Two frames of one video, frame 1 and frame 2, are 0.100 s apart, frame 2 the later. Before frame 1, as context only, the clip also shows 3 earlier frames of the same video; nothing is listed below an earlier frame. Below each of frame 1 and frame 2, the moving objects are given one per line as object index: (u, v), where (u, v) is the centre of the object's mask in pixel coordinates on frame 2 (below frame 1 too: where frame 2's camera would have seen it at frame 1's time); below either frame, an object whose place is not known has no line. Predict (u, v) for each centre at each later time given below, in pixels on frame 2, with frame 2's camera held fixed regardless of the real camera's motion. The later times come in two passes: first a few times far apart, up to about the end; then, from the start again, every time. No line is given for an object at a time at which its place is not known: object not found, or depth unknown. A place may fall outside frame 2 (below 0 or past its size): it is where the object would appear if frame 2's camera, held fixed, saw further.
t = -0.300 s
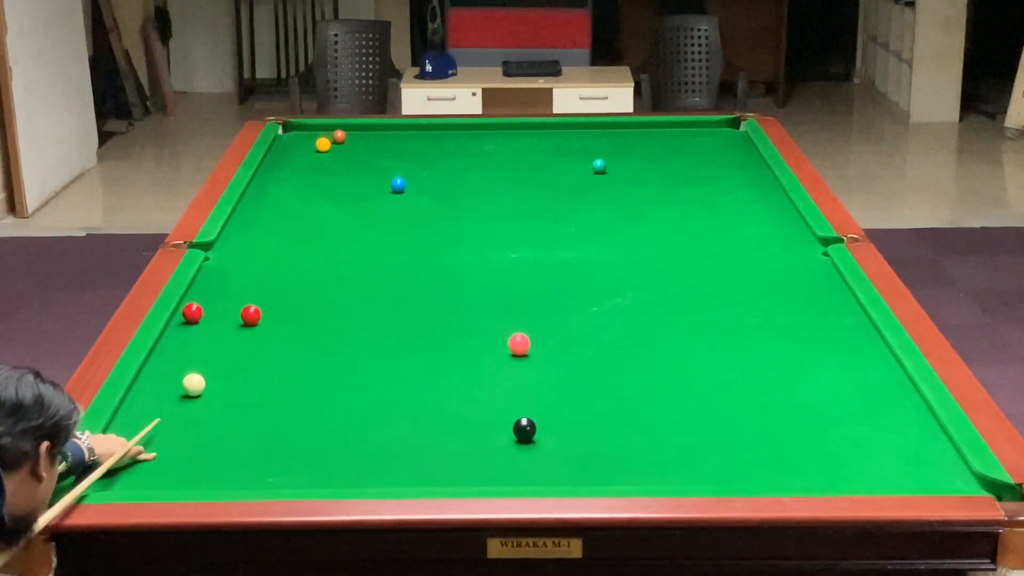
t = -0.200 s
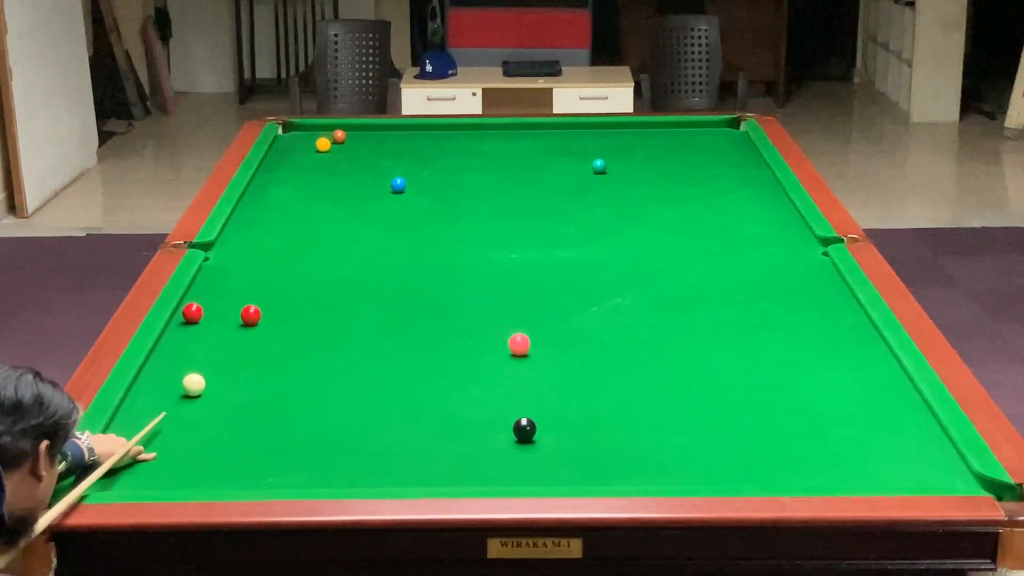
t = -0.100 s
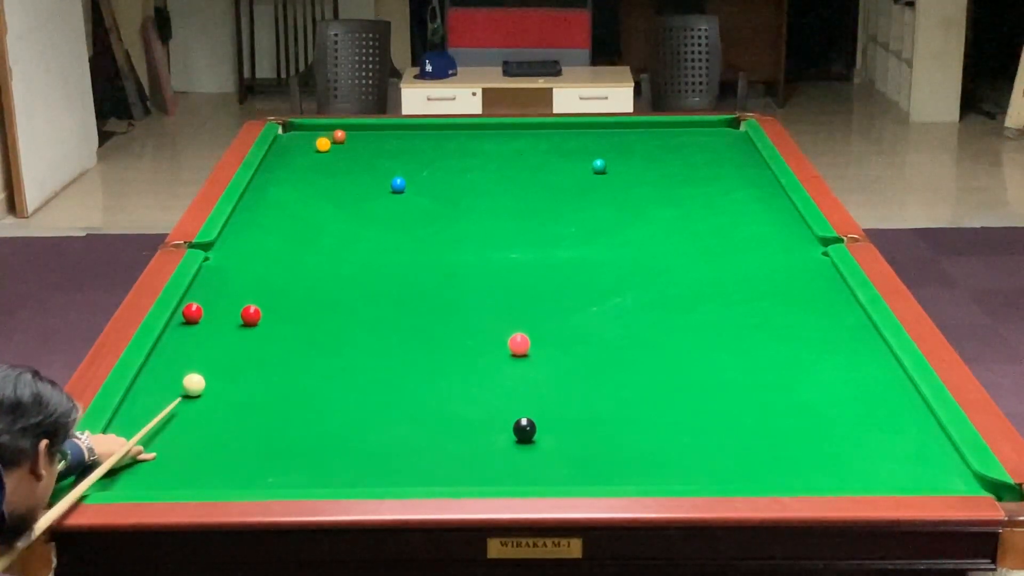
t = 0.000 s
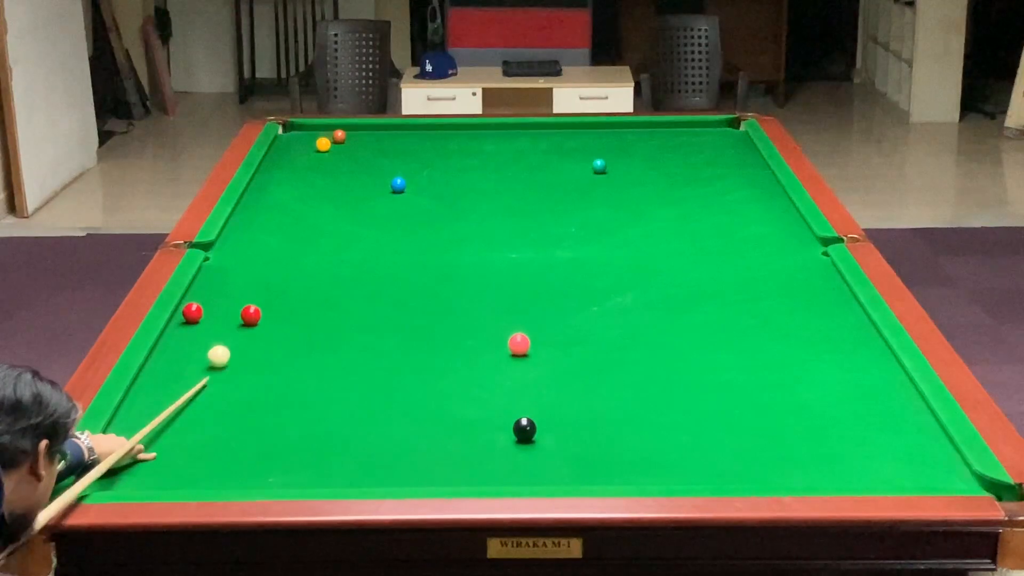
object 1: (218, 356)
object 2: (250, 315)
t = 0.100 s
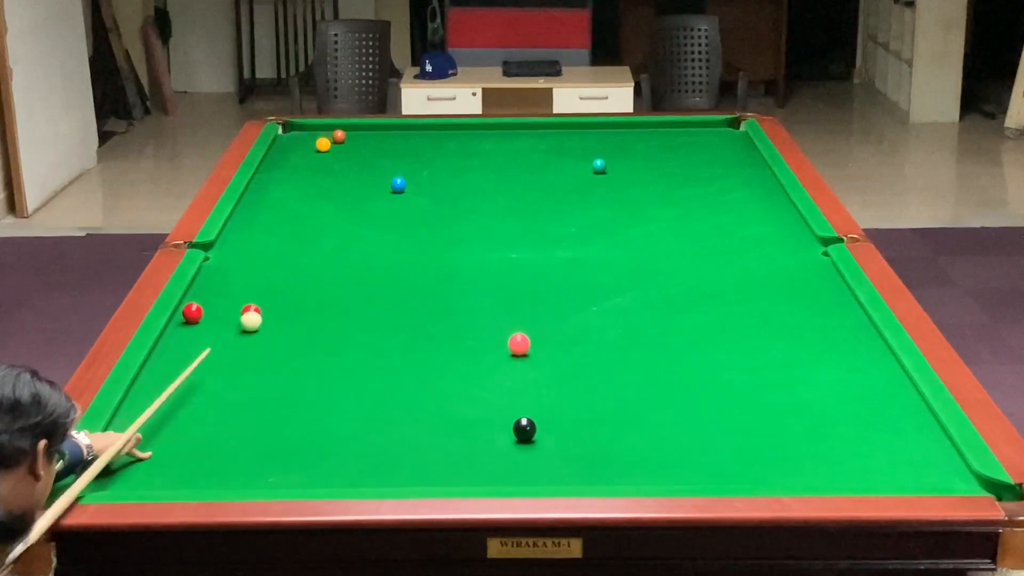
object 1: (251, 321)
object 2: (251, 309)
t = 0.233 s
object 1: (275, 320)
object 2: (256, 280)
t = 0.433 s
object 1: (306, 320)
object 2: (263, 242)
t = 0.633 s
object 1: (335, 319)
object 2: (268, 212)
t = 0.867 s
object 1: (367, 318)
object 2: (273, 182)
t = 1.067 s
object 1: (393, 317)
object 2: (277, 159)
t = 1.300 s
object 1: (422, 317)
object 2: (283, 136)
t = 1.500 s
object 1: (445, 316)
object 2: (289, 126)
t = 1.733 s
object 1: (470, 316)
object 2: (319, 128)
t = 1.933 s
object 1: (490, 316)
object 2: (341, 128)
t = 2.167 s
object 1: (512, 315)
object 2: (364, 133)
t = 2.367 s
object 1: (530, 316)
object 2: (383, 135)
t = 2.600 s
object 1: (550, 315)
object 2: (406, 137)
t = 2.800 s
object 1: (565, 315)
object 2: (424, 139)
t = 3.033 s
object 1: (581, 315)
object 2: (444, 141)
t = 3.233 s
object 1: (594, 315)
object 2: (461, 143)
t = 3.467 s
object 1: (607, 314)
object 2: (480, 144)
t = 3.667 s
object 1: (618, 314)
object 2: (495, 146)
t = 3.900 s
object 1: (628, 314)
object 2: (512, 148)
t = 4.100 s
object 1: (635, 314)
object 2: (526, 149)
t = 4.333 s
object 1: (642, 314)
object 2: (541, 150)
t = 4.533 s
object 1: (647, 314)
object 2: (553, 152)
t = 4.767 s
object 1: (651, 314)
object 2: (566, 153)
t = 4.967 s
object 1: (654, 314)
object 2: (576, 154)
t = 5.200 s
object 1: (655, 314)
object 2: (587, 155)
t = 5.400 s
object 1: (655, 314)
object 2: (596, 154)
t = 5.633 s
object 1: (655, 314)
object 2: (606, 155)
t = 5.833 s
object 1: (655, 314)
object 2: (613, 157)
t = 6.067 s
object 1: (655, 314)
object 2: (620, 157)
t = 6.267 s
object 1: (655, 314)
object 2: (626, 157)
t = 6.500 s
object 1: (655, 314)
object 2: (631, 158)
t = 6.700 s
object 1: (655, 314)
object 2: (634, 158)
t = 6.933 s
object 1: (655, 314)
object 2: (637, 158)
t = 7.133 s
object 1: (655, 314)
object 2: (639, 158)
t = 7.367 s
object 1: (655, 314)
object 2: (639, 158)
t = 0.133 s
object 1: (258, 321)
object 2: (251, 304)
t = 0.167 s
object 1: (265, 320)
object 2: (254, 296)
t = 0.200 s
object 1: (270, 320)
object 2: (255, 288)
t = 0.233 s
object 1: (275, 320)
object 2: (256, 280)
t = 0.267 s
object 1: (281, 320)
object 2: (258, 273)
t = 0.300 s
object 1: (286, 320)
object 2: (259, 266)
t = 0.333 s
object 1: (291, 320)
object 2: (260, 259)
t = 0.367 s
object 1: (296, 320)
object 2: (261, 254)
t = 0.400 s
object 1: (301, 319)
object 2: (262, 248)
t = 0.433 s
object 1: (306, 320)
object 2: (263, 242)
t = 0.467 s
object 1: (311, 319)
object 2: (263, 237)
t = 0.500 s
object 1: (316, 319)
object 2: (264, 232)
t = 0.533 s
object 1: (320, 319)
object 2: (265, 227)
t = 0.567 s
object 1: (325, 319)
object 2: (266, 222)
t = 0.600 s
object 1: (330, 319)
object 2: (267, 217)
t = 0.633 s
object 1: (335, 319)
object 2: (268, 212)
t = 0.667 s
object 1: (340, 318)
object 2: (268, 207)
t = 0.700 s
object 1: (345, 319)
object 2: (269, 203)
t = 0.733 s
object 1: (349, 318)
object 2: (270, 199)
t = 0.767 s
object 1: (354, 318)
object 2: (271, 194)
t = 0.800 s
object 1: (358, 318)
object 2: (271, 190)
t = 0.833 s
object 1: (363, 318)
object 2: (272, 186)
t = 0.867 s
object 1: (367, 318)
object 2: (273, 182)
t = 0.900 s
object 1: (371, 318)
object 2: (273, 178)
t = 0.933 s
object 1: (376, 318)
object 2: (274, 174)
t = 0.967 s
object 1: (380, 318)
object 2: (275, 170)
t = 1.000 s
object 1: (385, 318)
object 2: (275, 166)
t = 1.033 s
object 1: (389, 318)
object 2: (276, 163)
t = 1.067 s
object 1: (393, 317)
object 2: (277, 159)
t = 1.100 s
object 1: (397, 317)
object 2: (277, 156)
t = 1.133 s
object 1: (401, 317)
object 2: (278, 152)
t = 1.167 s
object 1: (406, 317)
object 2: (279, 149)
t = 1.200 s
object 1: (409, 317)
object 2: (279, 145)
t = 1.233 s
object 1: (414, 317)
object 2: (279, 142)
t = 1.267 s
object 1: (417, 317)
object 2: (280, 139)
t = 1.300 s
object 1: (422, 317)
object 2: (283, 136)
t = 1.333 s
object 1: (425, 316)
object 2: (286, 133)
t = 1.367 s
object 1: (429, 316)
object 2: (288, 130)
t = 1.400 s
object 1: (433, 317)
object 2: (290, 127)
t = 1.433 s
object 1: (437, 316)
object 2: (288, 126)
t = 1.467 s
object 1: (441, 317)
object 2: (284, 127)
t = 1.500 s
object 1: (445, 316)
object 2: (289, 126)
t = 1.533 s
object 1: (448, 316)
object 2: (297, 126)
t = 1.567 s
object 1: (452, 316)
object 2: (301, 127)
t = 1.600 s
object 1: (456, 316)
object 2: (305, 127)
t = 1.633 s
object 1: (459, 316)
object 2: (309, 127)
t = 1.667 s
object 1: (463, 316)
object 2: (312, 127)
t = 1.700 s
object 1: (467, 316)
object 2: (316, 128)
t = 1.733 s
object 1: (470, 316)
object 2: (319, 128)
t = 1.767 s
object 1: (473, 316)
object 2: (323, 129)
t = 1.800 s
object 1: (477, 315)
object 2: (326, 129)
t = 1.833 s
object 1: (480, 316)
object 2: (329, 129)
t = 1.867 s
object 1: (484, 315)
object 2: (332, 129)
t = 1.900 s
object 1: (487, 316)
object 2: (336, 128)
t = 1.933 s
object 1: (490, 316)
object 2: (341, 128)
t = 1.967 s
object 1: (493, 316)
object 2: (345, 129)
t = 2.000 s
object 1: (497, 315)
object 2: (348, 130)
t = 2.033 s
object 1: (500, 316)
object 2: (351, 132)
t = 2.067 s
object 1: (503, 315)
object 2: (354, 132)
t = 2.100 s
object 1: (506, 316)
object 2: (357, 132)
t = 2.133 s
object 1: (509, 316)
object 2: (361, 132)
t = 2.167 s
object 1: (512, 315)
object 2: (364, 133)
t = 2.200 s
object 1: (516, 315)
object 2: (367, 133)
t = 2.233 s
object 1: (518, 315)
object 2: (371, 134)
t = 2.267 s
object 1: (522, 316)
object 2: (374, 134)
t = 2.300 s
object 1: (524, 316)
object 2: (377, 134)
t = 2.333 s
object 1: (527, 316)
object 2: (380, 134)
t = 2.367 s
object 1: (530, 316)
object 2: (383, 135)
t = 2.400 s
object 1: (533, 315)
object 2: (387, 135)
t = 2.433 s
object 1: (536, 316)
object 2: (390, 135)
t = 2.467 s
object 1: (539, 315)
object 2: (393, 136)
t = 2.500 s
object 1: (541, 315)
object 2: (396, 136)
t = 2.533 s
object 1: (544, 315)
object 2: (400, 137)
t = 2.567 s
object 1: (547, 315)
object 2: (402, 137)
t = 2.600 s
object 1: (550, 315)
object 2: (406, 137)
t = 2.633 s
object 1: (552, 315)
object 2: (409, 137)
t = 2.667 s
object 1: (555, 315)
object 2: (412, 138)
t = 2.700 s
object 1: (557, 315)
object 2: (415, 138)
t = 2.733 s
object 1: (560, 315)
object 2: (418, 138)
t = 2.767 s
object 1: (562, 315)
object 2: (421, 138)
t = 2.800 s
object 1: (565, 315)
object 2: (424, 139)
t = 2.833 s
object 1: (568, 315)
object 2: (427, 139)
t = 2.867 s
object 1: (570, 315)
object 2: (430, 140)
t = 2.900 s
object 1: (572, 315)
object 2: (433, 140)
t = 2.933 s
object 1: (574, 315)
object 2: (436, 140)
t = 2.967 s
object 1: (577, 315)
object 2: (439, 140)
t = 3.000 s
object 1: (579, 315)
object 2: (441, 141)
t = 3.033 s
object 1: (581, 315)
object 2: (444, 141)
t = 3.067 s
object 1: (584, 315)
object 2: (447, 141)
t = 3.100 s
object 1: (586, 315)
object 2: (450, 142)
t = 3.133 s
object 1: (588, 315)
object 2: (453, 142)
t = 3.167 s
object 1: (590, 315)
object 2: (456, 142)
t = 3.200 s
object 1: (592, 315)
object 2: (459, 143)
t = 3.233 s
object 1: (594, 315)
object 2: (461, 143)
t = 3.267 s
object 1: (596, 315)
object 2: (464, 143)
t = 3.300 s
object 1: (598, 315)
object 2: (467, 144)
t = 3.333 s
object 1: (600, 314)
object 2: (470, 144)
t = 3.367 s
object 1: (602, 315)
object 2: (472, 144)
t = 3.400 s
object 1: (604, 314)
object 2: (475, 144)
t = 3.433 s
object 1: (606, 315)
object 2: (477, 144)
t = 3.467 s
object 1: (607, 314)
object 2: (480, 144)
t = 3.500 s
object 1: (609, 314)
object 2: (483, 145)
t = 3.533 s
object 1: (611, 314)
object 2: (485, 145)
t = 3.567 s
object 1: (613, 314)
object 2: (488, 145)
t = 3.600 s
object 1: (615, 314)
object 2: (490, 146)
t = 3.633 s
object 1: (616, 314)
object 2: (493, 146)
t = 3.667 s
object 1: (618, 314)
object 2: (495, 146)
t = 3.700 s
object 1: (619, 314)
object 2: (498, 146)
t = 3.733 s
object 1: (621, 314)
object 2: (500, 146)
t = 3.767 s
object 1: (622, 314)
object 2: (503, 147)
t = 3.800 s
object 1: (624, 314)
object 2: (505, 147)
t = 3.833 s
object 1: (625, 314)
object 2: (507, 147)
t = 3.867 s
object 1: (627, 314)
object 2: (510, 147)
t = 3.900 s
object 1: (628, 314)
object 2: (512, 148)
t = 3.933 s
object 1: (629, 314)
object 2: (515, 148)
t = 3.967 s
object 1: (630, 314)
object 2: (517, 148)
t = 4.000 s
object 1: (632, 314)
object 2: (519, 148)
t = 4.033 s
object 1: (633, 314)
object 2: (521, 149)
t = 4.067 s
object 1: (634, 314)
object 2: (523, 149)
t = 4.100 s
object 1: (635, 314)
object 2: (526, 149)
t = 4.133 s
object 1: (636, 314)
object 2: (528, 149)
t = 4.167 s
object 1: (637, 314)
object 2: (530, 150)
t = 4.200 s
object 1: (639, 314)
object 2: (532, 150)
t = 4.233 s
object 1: (640, 314)
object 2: (534, 150)
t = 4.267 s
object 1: (641, 314)
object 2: (537, 150)
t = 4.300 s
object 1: (641, 314)
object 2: (539, 150)
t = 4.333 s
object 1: (642, 314)
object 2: (541, 150)
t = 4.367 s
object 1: (643, 314)
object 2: (543, 150)
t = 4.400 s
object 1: (644, 314)
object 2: (545, 151)
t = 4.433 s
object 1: (645, 313)
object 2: (547, 151)
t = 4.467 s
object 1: (646, 313)
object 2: (549, 151)
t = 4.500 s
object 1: (646, 314)
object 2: (551, 151)
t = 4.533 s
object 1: (647, 314)
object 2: (553, 152)
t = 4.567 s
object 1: (648, 314)
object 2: (555, 152)
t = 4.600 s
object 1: (649, 314)
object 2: (557, 152)
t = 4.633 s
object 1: (649, 314)
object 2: (559, 152)
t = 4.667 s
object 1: (650, 314)
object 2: (561, 152)
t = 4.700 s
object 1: (650, 314)
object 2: (562, 153)
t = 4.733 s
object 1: (651, 314)
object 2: (564, 153)
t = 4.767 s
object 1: (651, 314)
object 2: (566, 153)
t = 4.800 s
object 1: (652, 314)
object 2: (568, 153)
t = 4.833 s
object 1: (652, 314)
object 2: (570, 153)
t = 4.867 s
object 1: (653, 314)
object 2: (571, 153)
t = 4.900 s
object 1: (653, 314)
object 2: (573, 153)
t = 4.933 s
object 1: (653, 314)
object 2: (575, 154)
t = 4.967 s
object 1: (654, 314)
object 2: (576, 154)
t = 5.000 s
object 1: (654, 314)
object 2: (578, 154)
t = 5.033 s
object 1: (654, 314)
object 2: (580, 154)
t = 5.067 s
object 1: (654, 314)
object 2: (581, 154)
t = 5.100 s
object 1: (655, 314)
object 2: (583, 154)
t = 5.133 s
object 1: (655, 314)
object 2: (584, 155)
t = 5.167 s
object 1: (655, 314)
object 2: (586, 155)
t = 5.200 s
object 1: (655, 314)
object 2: (587, 155)
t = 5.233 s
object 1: (655, 314)
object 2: (589, 155)
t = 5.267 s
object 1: (655, 314)
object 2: (590, 154)
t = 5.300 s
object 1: (655, 314)
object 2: (592, 154)
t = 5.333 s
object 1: (655, 314)
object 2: (593, 154)
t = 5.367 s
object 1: (655, 313)
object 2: (594, 154)
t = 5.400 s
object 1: (655, 314)
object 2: (596, 154)
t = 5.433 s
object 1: (655, 314)
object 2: (597, 154)
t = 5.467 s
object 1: (655, 314)
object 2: (599, 154)
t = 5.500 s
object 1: (655, 314)
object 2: (600, 154)
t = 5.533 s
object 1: (655, 314)
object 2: (602, 154)
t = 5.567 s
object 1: (655, 314)
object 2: (604, 154)
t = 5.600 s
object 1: (655, 314)
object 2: (605, 155)
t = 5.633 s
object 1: (655, 314)
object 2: (606, 155)
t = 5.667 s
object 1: (655, 314)
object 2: (607, 156)
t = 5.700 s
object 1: (655, 314)
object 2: (608, 156)
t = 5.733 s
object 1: (655, 314)
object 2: (609, 156)
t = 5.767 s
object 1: (655, 314)
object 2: (610, 156)
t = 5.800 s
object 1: (655, 314)
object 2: (612, 157)
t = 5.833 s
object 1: (655, 314)
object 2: (613, 157)
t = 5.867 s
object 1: (655, 314)
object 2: (614, 157)
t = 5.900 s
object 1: (655, 314)
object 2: (615, 157)
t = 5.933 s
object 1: (655, 313)
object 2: (616, 157)
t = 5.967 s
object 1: (655, 314)
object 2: (617, 157)
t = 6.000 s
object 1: (655, 314)
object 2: (618, 157)
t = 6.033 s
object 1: (655, 314)
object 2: (619, 157)
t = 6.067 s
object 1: (655, 314)
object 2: (620, 157)
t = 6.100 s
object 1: (655, 314)
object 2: (621, 157)
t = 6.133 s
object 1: (655, 314)
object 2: (622, 157)
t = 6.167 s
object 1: (655, 314)
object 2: (623, 157)
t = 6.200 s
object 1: (655, 314)
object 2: (624, 157)
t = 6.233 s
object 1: (655, 314)
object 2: (625, 157)
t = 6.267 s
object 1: (655, 314)
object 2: (626, 157)
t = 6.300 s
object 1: (655, 314)
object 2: (626, 157)
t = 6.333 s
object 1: (655, 314)
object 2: (627, 158)
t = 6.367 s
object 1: (655, 314)
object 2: (628, 158)
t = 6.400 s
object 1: (655, 314)
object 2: (629, 158)
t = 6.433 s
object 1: (655, 314)
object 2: (629, 158)
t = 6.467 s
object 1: (655, 314)
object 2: (630, 158)
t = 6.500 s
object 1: (655, 314)
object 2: (631, 158)
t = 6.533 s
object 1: (655, 314)
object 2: (631, 158)
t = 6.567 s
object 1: (655, 314)
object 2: (632, 158)
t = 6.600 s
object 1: (655, 314)
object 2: (633, 158)
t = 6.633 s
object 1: (655, 314)
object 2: (633, 158)
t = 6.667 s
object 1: (655, 314)
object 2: (634, 158)
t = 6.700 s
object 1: (655, 314)
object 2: (634, 158)
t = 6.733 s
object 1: (655, 314)
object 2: (635, 158)
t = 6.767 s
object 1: (655, 314)
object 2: (635, 158)
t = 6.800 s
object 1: (655, 314)
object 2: (636, 158)
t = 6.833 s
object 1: (655, 314)
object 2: (636, 158)
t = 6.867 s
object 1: (655, 314)
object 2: (636, 158)
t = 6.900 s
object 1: (655, 314)
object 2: (637, 158)
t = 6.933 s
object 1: (655, 314)
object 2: (637, 158)
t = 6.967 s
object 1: (655, 314)
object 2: (637, 158)
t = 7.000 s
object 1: (655, 314)
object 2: (638, 158)
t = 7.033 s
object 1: (655, 314)
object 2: (638, 158)
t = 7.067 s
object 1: (655, 314)
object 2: (638, 158)
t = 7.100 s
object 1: (655, 314)
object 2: (638, 158)
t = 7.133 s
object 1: (655, 314)
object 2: (639, 158)
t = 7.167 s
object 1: (655, 314)
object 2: (639, 158)
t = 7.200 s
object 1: (655, 314)
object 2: (639, 158)
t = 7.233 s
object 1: (655, 314)
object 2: (639, 158)
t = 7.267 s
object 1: (655, 314)
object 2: (639, 158)
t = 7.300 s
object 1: (655, 314)
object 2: (639, 158)
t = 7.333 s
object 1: (655, 314)
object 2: (639, 158)
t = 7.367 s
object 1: (655, 314)
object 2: (639, 158)
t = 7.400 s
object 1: (655, 314)
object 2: (639, 158)
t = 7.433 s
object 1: (655, 314)
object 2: (639, 158)
